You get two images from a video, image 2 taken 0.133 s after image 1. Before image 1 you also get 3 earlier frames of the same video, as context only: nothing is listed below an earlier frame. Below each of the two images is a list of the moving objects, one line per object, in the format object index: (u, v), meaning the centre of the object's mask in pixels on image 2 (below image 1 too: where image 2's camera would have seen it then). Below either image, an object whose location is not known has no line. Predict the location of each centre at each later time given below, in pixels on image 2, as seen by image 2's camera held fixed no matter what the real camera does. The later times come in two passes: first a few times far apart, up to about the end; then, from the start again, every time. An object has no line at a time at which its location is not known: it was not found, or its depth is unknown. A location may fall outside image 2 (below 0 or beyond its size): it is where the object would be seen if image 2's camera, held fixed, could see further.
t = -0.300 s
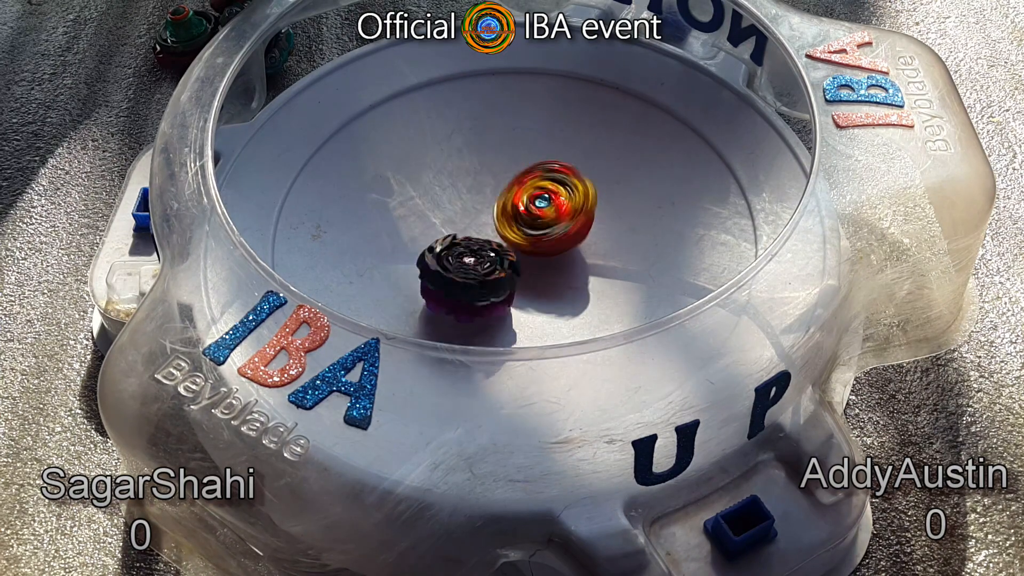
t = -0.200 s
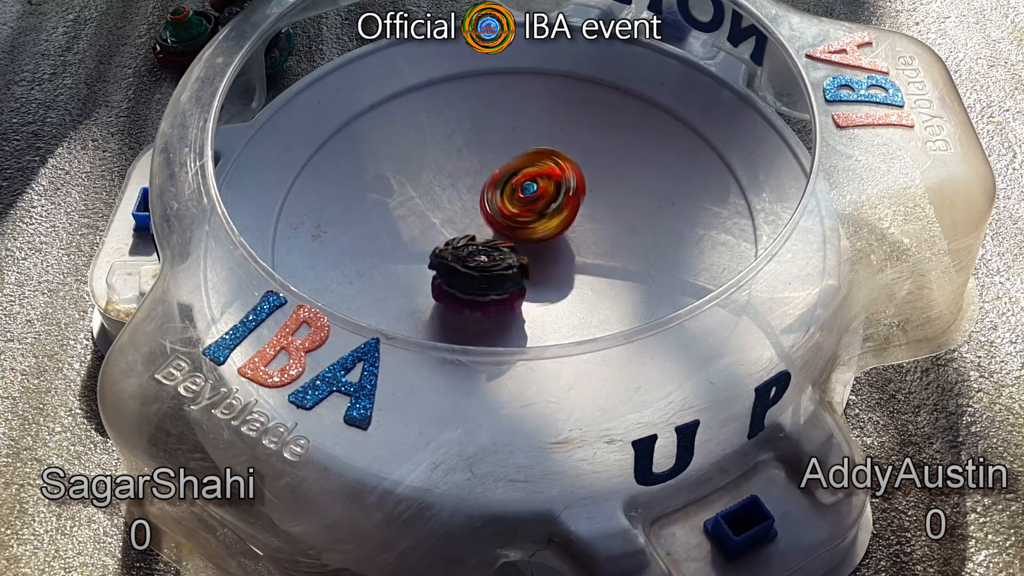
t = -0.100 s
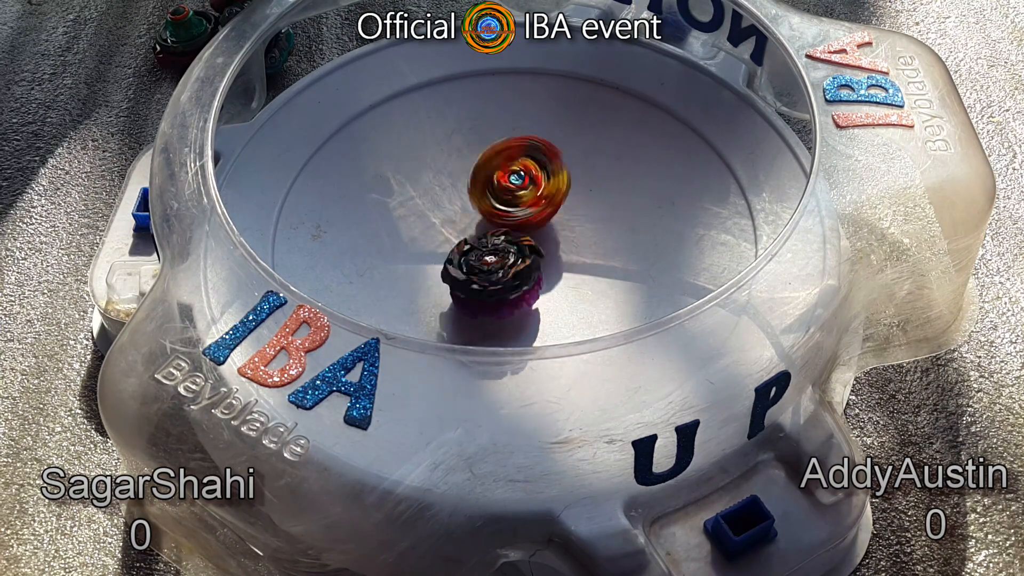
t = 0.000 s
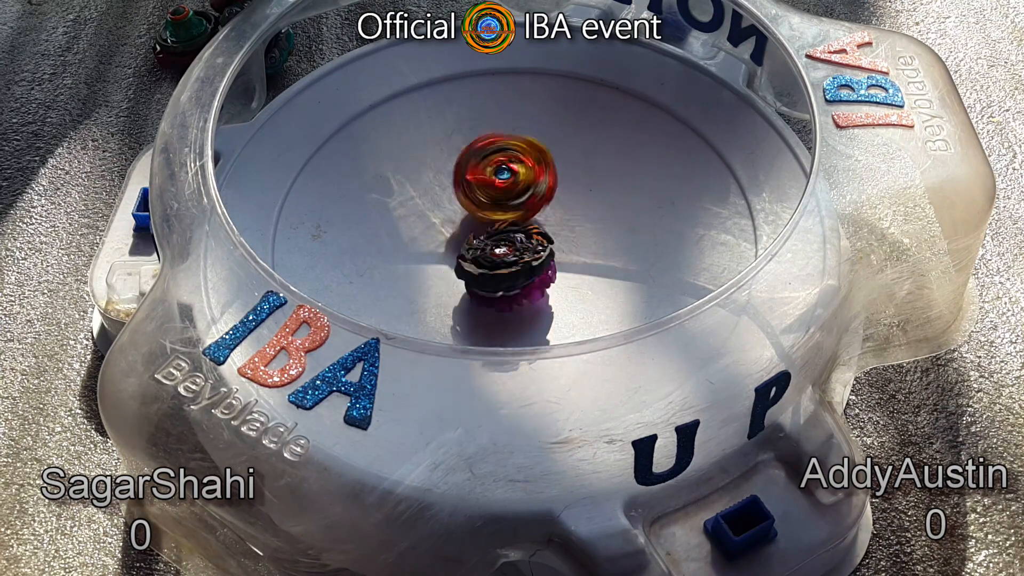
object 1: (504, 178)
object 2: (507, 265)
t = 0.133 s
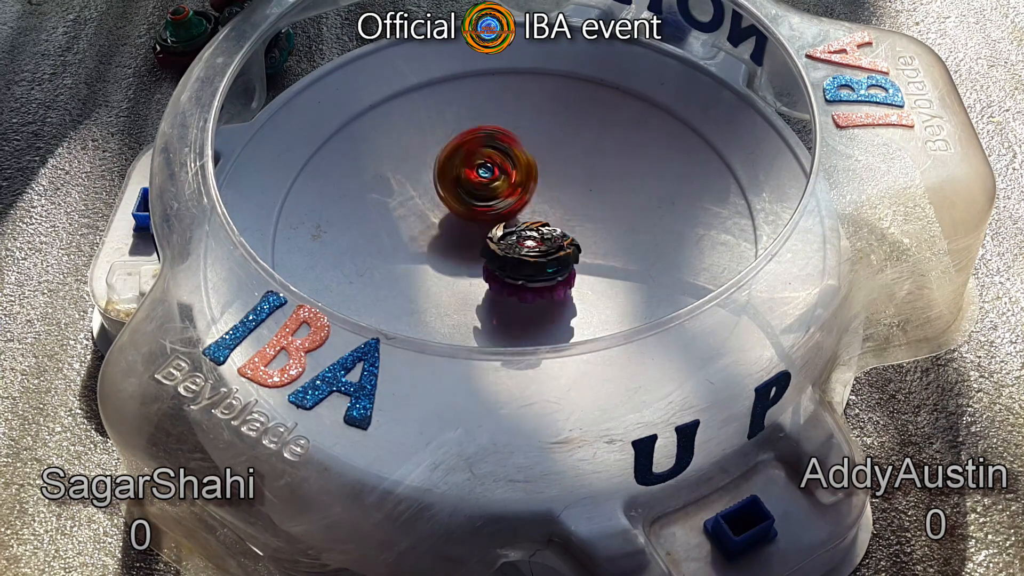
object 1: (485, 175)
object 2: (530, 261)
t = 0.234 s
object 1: (472, 179)
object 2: (540, 264)
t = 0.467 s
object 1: (452, 203)
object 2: (531, 263)
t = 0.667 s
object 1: (443, 228)
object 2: (547, 262)
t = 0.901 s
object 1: (459, 248)
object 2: (565, 261)
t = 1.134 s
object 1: (471, 258)
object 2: (598, 235)
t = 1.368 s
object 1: (473, 257)
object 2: (561, 207)
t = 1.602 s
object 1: (477, 258)
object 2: (543, 198)
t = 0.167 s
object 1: (479, 176)
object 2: (535, 262)
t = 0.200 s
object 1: (476, 176)
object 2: (538, 263)
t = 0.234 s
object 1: (472, 179)
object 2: (540, 264)
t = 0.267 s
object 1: (468, 182)
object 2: (541, 265)
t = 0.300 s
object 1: (463, 183)
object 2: (540, 265)
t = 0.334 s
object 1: (460, 188)
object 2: (540, 265)
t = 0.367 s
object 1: (458, 191)
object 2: (538, 263)
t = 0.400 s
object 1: (454, 195)
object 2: (536, 263)
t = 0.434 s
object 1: (454, 200)
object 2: (534, 263)
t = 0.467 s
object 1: (452, 203)
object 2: (531, 263)
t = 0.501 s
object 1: (449, 207)
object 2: (532, 263)
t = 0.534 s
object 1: (445, 211)
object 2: (538, 265)
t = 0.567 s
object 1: (439, 215)
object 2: (546, 265)
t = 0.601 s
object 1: (439, 219)
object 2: (550, 264)
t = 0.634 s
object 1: (441, 224)
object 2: (549, 264)
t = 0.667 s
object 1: (443, 228)
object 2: (547, 262)
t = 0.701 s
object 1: (445, 233)
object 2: (545, 262)
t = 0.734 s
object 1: (444, 237)
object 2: (549, 263)
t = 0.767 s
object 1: (445, 239)
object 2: (557, 266)
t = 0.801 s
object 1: (446, 241)
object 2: (560, 264)
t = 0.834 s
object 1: (449, 243)
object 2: (562, 262)
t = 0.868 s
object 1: (453, 246)
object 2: (563, 260)
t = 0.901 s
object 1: (459, 248)
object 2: (565, 261)
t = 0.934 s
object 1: (461, 251)
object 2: (570, 259)
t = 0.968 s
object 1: (464, 253)
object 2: (574, 256)
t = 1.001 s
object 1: (469, 255)
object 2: (576, 256)
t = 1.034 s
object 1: (472, 256)
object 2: (580, 254)
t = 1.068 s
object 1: (475, 257)
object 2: (587, 249)
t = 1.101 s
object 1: (472, 258)
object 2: (594, 242)
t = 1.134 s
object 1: (471, 258)
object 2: (598, 235)
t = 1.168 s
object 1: (470, 258)
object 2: (598, 229)
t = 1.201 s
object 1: (470, 257)
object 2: (595, 223)
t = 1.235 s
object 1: (470, 257)
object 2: (590, 218)
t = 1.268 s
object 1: (470, 256)
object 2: (583, 214)
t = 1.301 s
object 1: (472, 256)
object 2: (574, 213)
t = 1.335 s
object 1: (474, 253)
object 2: (564, 213)
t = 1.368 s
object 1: (473, 257)
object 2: (561, 207)
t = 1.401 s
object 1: (475, 258)
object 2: (556, 202)
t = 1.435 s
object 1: (477, 256)
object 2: (551, 199)
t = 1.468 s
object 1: (472, 256)
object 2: (546, 199)
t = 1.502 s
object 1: (473, 259)
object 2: (543, 198)
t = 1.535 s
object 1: (477, 259)
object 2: (543, 200)
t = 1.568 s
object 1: (478, 257)
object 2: (542, 201)
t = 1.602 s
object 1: (477, 258)
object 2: (543, 198)
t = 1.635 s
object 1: (481, 260)
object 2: (543, 190)
